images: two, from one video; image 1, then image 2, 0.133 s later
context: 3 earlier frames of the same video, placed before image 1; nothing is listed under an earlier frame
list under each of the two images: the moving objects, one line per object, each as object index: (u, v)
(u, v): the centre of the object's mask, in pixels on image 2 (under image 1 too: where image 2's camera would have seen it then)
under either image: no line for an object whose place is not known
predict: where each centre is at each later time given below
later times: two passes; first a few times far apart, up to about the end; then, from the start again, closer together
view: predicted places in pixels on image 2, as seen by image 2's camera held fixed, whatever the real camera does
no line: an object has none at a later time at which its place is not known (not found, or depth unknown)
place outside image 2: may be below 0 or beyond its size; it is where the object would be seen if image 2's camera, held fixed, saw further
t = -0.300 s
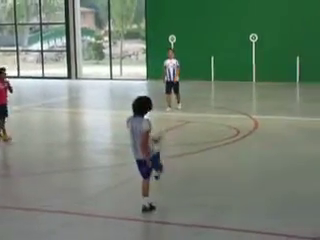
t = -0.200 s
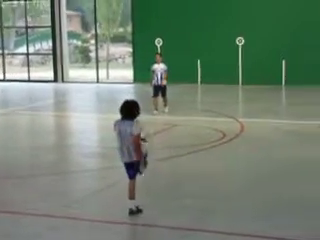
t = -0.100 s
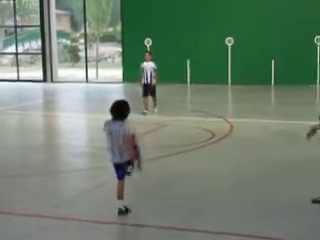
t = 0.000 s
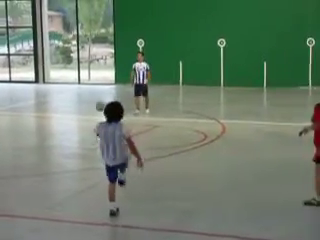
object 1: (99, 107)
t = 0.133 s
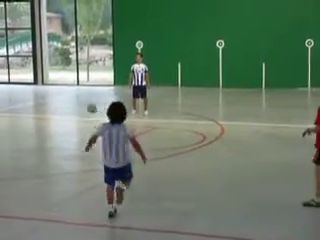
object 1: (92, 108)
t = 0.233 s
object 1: (86, 115)
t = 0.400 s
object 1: (79, 132)
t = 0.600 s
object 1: (73, 126)
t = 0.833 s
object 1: (67, 122)
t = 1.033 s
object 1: (63, 126)
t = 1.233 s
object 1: (59, 124)
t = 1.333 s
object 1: (58, 123)
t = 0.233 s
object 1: (86, 115)
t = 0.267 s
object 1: (85, 117)
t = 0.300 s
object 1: (84, 121)
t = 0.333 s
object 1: (82, 124)
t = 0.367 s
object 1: (81, 128)
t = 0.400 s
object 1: (79, 132)
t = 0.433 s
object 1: (79, 136)
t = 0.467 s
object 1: (77, 139)
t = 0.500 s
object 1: (76, 134)
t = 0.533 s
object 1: (74, 131)
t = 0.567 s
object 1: (74, 129)
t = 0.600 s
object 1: (73, 126)
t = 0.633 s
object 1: (73, 124)
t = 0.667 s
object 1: (71, 123)
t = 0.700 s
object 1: (71, 122)
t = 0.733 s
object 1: (71, 121)
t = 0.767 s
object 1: (69, 121)
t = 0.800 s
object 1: (68, 122)
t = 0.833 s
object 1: (67, 122)
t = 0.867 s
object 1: (66, 123)
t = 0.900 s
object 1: (66, 125)
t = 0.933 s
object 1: (65, 127)
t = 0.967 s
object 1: (64, 130)
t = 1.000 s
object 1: (64, 129)
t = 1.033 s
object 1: (63, 126)
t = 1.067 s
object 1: (63, 125)
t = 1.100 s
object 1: (61, 124)
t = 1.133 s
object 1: (62, 125)
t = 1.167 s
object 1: (60, 124)
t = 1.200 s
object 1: (60, 124)
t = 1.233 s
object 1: (59, 124)
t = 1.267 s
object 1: (58, 124)
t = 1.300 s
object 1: (58, 123)
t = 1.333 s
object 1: (58, 123)
